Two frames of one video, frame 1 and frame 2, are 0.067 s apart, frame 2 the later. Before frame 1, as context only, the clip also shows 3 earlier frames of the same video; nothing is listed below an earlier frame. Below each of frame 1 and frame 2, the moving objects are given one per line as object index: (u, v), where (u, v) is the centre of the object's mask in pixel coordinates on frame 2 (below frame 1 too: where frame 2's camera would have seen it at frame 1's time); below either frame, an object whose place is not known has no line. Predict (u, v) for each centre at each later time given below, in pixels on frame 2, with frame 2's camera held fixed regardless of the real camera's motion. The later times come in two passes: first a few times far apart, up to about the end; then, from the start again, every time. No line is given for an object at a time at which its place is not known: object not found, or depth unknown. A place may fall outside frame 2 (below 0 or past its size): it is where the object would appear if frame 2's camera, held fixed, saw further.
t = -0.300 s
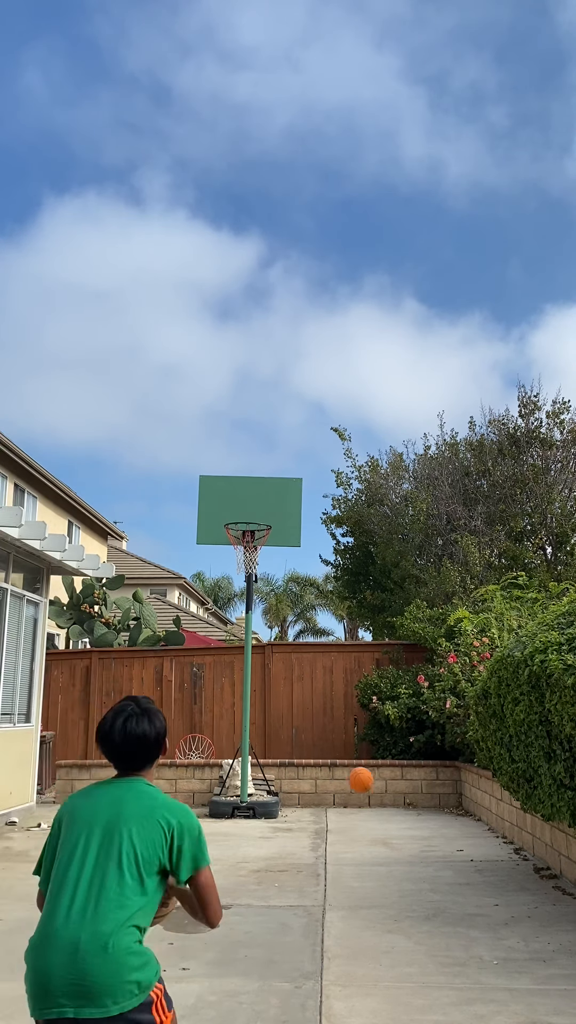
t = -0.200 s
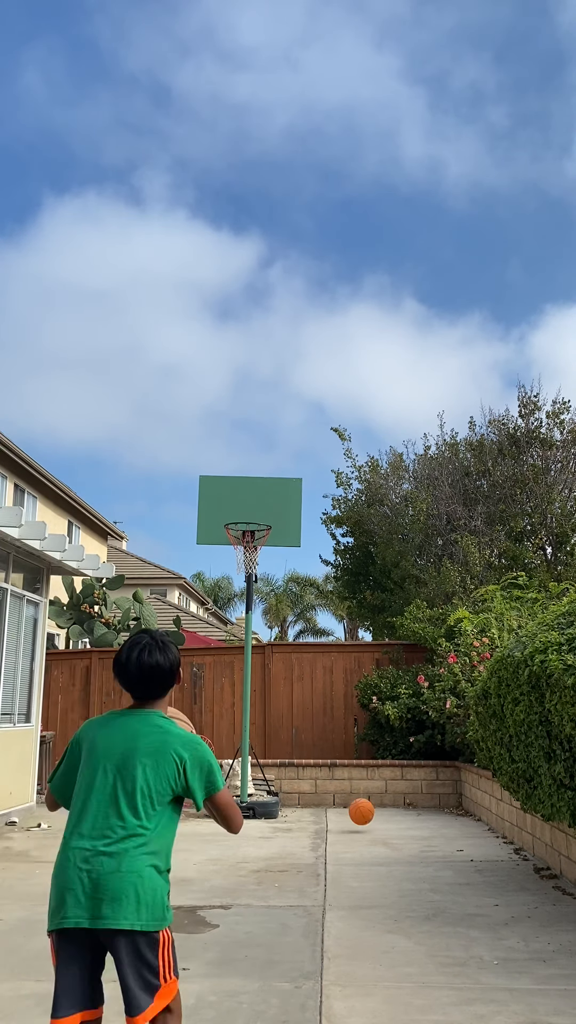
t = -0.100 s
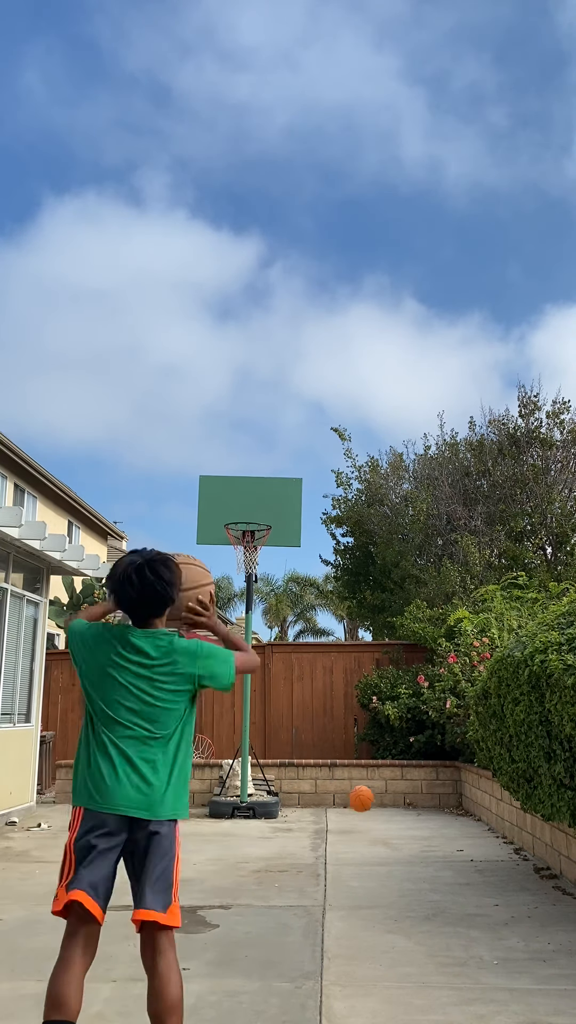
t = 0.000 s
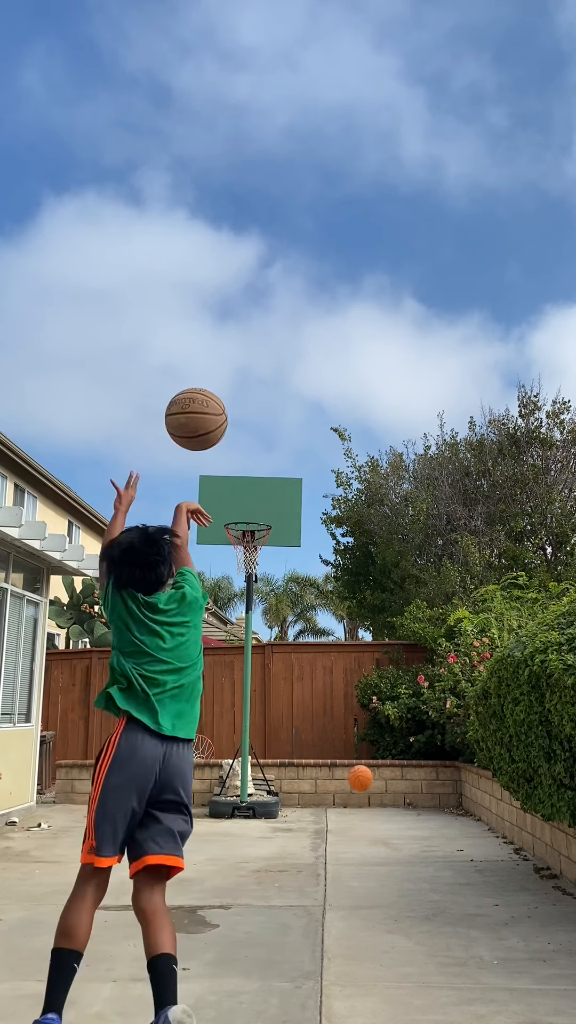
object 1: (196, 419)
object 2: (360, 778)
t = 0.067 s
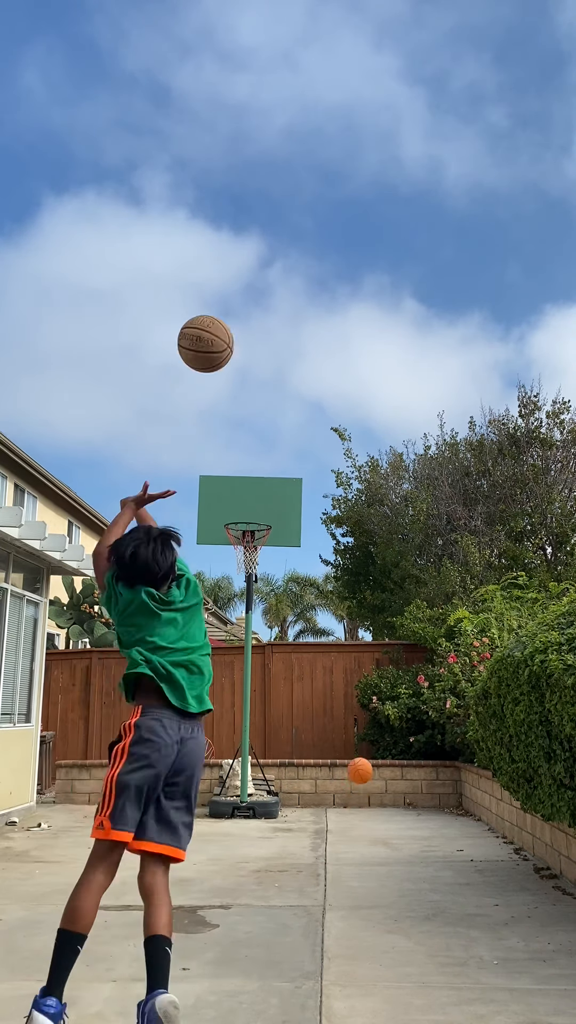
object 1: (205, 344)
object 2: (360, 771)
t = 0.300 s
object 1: (225, 225)
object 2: (359, 782)
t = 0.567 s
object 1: (236, 230)
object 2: (357, 795)
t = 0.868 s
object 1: (244, 321)
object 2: (352, 794)
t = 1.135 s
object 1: (247, 448)
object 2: (348, 797)
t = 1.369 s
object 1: (249, 564)
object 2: (344, 803)
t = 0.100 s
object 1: (209, 315)
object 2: (360, 769)
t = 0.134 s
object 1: (213, 291)
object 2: (360, 768)
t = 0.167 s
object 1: (216, 271)
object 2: (360, 769)
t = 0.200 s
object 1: (219, 255)
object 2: (359, 770)
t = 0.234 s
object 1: (221, 243)
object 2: (359, 773)
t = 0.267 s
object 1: (223, 233)
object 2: (359, 777)
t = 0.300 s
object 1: (225, 225)
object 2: (359, 782)
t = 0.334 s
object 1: (227, 220)
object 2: (359, 789)
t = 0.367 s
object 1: (229, 217)
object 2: (360, 796)
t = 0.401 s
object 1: (230, 216)
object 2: (359, 805)
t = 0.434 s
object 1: (232, 216)
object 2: (358, 815)
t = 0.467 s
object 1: (233, 217)
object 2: (358, 818)
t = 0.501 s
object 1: (234, 220)
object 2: (358, 809)
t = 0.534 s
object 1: (236, 224)
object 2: (358, 802)
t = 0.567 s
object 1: (236, 230)
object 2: (357, 795)
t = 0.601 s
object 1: (238, 236)
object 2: (356, 790)
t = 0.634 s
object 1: (239, 244)
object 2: (355, 786)
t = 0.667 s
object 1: (239, 252)
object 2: (355, 784)
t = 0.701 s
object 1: (240, 262)
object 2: (354, 783)
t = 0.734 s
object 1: (241, 272)
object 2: (354, 783)
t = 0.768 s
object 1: (242, 283)
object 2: (354, 783)
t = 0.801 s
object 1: (242, 295)
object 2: (353, 786)
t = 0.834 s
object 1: (243, 308)
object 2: (353, 789)
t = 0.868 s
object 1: (244, 321)
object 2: (352, 794)
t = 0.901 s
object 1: (244, 335)
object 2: (352, 800)
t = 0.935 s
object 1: (245, 349)
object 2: (351, 807)
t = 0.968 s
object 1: (246, 365)
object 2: (351, 815)
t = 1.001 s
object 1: (246, 380)
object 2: (350, 821)
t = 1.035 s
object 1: (246, 396)
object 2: (350, 813)
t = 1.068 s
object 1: (247, 413)
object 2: (349, 807)
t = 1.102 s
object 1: (247, 430)
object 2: (349, 801)
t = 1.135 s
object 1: (247, 448)
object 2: (348, 797)
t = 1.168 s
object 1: (248, 466)
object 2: (347, 795)
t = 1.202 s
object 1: (248, 485)
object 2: (346, 793)
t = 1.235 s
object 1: (248, 504)
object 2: (346, 793)
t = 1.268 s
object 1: (249, 524)
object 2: (345, 794)
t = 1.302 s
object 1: (249, 541)
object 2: (345, 795)
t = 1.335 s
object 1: (249, 557)
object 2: (344, 798)
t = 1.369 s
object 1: (249, 564)
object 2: (344, 803)
